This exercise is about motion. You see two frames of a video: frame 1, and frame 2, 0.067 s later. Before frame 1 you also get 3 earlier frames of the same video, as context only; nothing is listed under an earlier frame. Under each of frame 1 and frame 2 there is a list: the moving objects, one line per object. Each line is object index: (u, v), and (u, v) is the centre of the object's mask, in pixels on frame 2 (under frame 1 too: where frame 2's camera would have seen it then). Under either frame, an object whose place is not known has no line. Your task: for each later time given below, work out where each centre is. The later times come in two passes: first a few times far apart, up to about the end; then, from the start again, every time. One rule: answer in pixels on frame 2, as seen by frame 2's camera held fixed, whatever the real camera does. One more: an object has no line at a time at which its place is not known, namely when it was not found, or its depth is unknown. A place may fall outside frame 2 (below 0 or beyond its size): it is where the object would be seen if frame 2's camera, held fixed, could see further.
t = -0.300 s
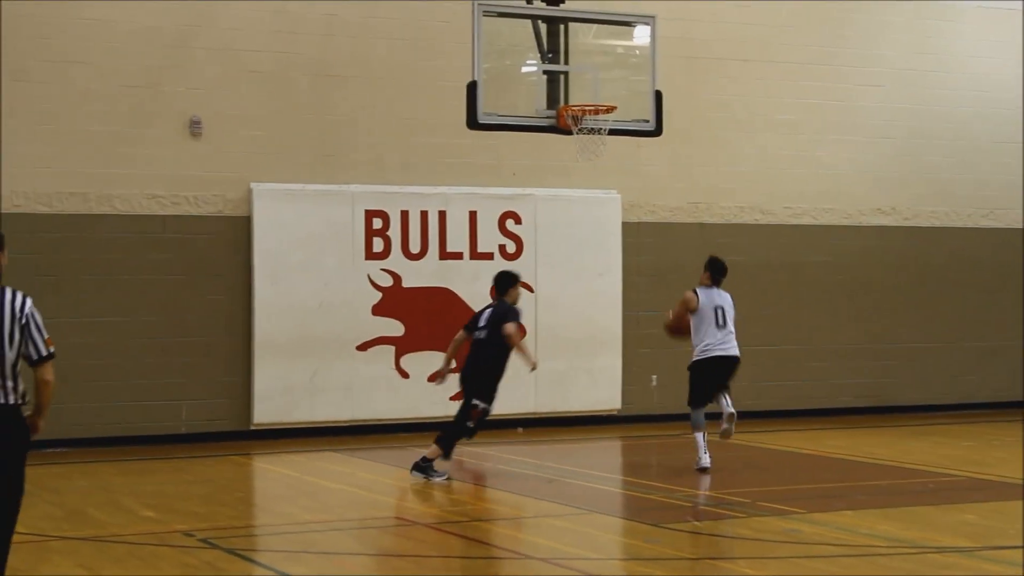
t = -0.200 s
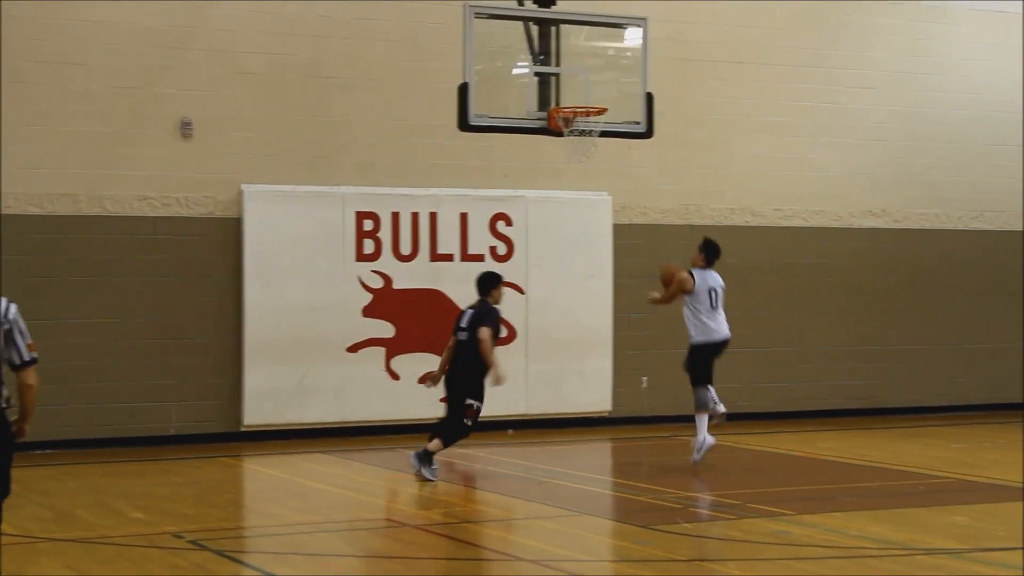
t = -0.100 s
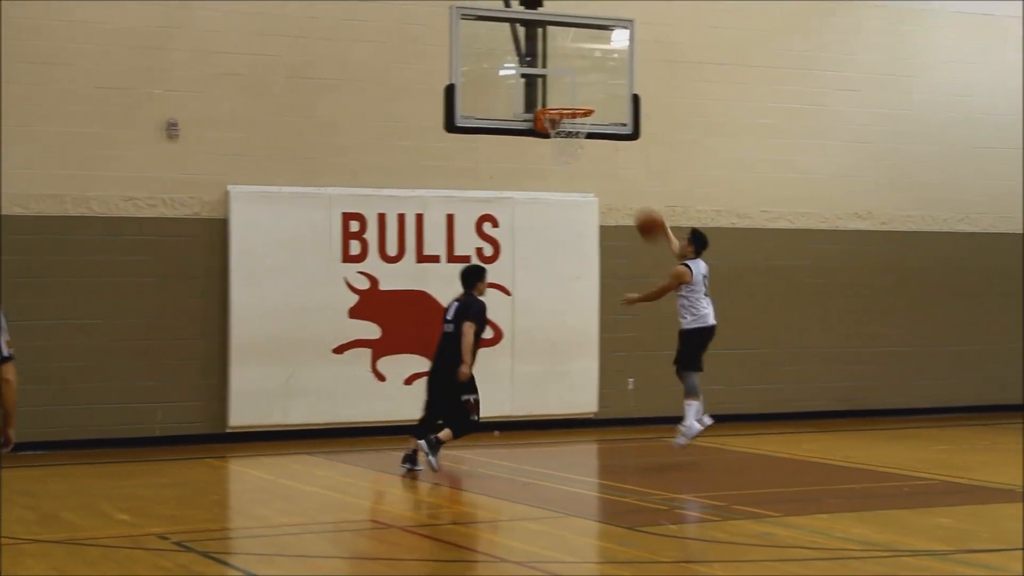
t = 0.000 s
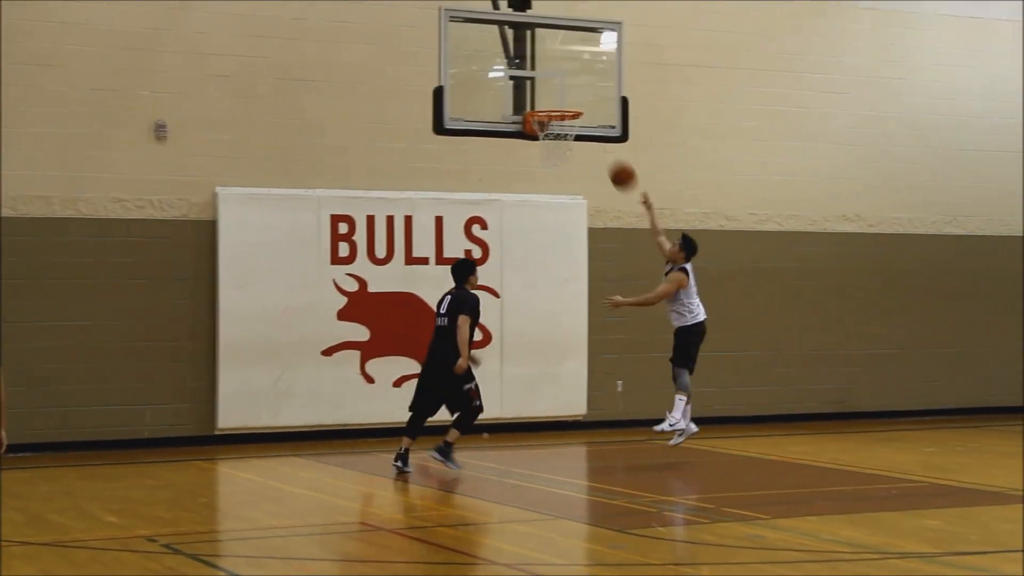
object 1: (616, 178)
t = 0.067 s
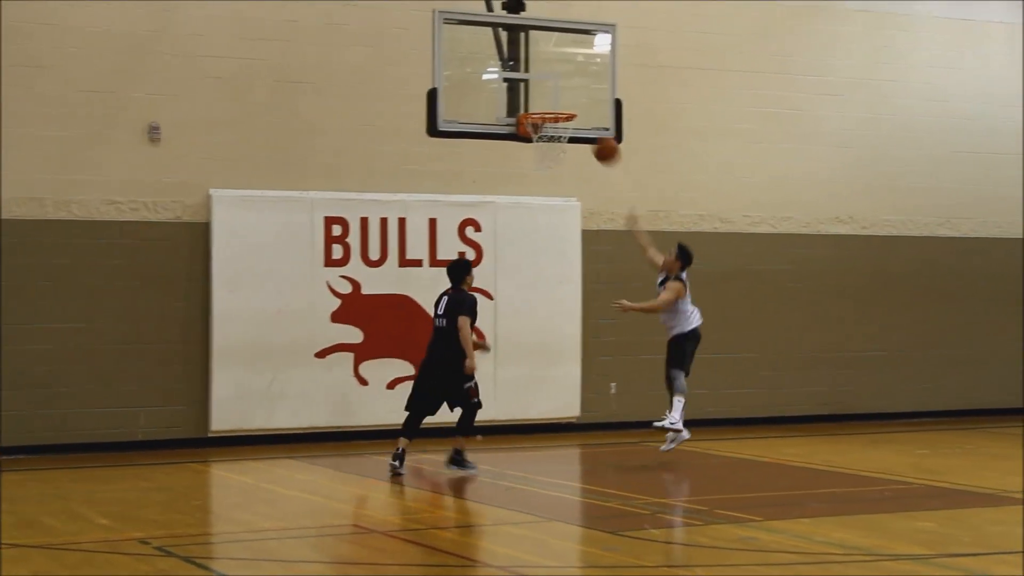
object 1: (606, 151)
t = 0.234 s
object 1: (581, 103)
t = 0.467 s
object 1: (572, 100)
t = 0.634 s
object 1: (562, 100)
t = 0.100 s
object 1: (601, 138)
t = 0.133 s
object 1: (596, 128)
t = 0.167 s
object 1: (591, 118)
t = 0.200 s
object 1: (585, 110)
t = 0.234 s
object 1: (581, 103)
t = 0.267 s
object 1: (579, 99)
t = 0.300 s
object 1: (578, 97)
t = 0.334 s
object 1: (577, 95)
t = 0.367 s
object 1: (576, 95)
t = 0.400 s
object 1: (574, 95)
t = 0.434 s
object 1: (573, 97)
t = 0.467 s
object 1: (572, 100)
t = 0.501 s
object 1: (570, 100)
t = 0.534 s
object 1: (569, 98)
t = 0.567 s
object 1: (566, 98)
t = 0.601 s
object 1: (564, 99)
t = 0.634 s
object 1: (562, 100)
